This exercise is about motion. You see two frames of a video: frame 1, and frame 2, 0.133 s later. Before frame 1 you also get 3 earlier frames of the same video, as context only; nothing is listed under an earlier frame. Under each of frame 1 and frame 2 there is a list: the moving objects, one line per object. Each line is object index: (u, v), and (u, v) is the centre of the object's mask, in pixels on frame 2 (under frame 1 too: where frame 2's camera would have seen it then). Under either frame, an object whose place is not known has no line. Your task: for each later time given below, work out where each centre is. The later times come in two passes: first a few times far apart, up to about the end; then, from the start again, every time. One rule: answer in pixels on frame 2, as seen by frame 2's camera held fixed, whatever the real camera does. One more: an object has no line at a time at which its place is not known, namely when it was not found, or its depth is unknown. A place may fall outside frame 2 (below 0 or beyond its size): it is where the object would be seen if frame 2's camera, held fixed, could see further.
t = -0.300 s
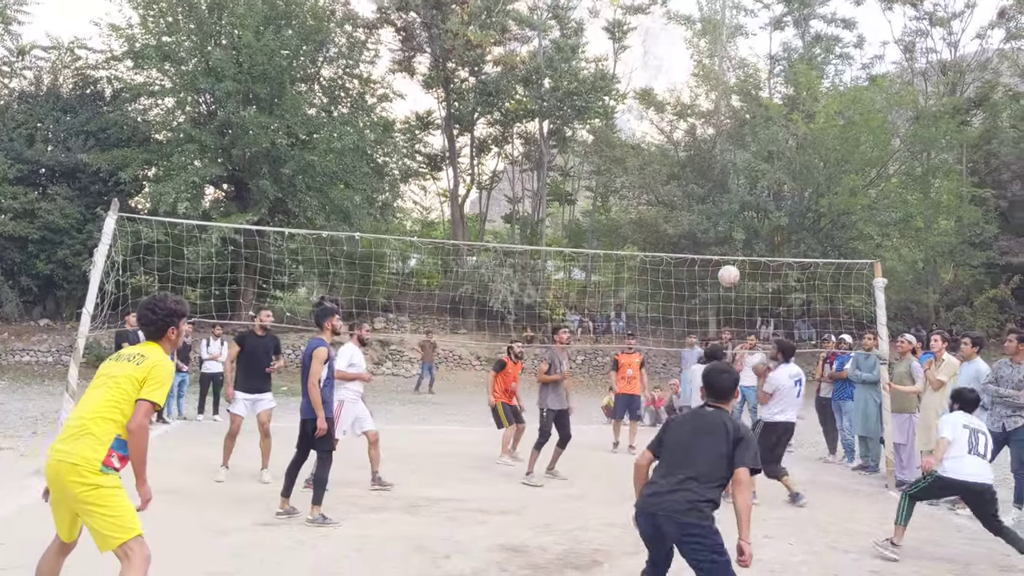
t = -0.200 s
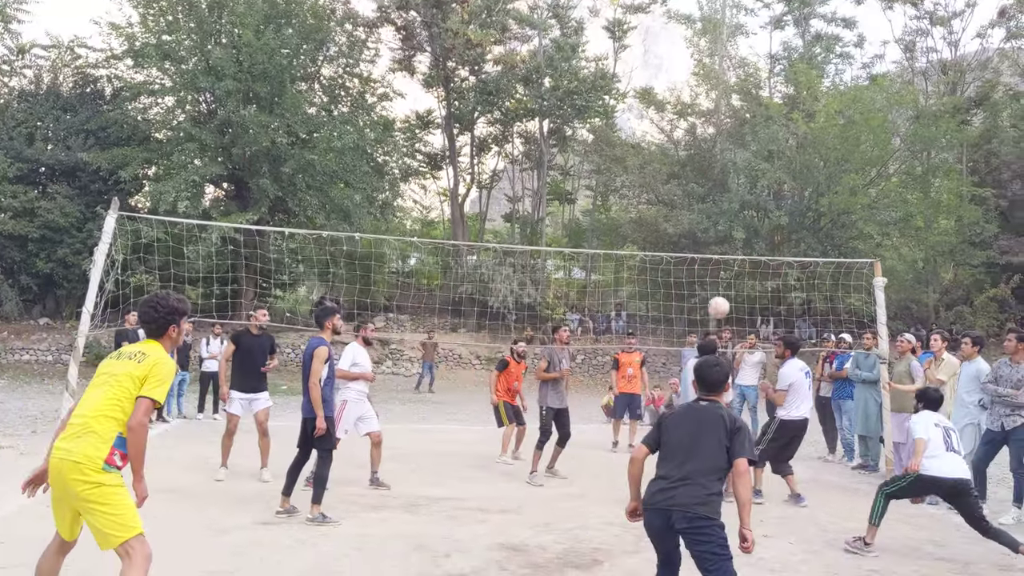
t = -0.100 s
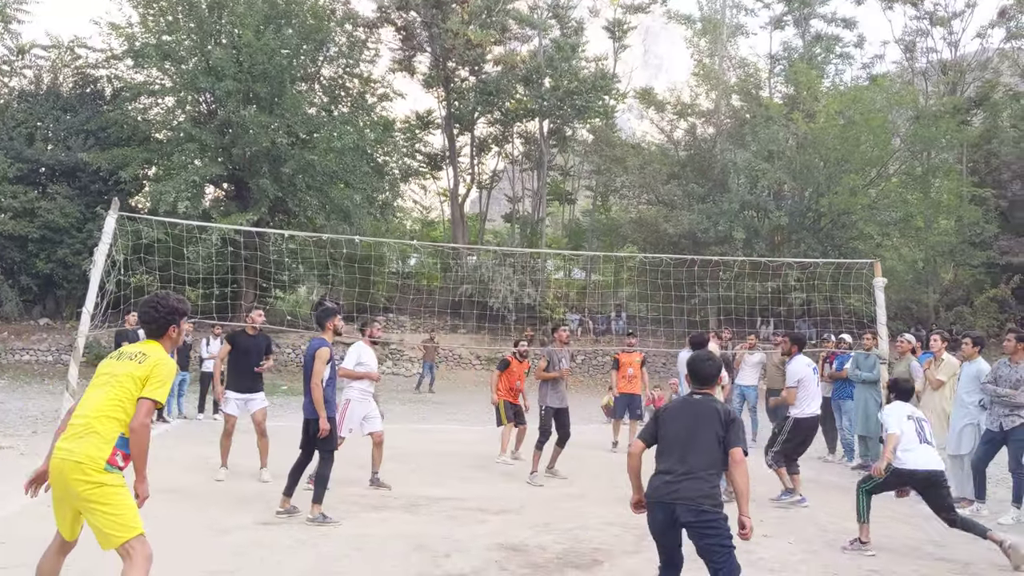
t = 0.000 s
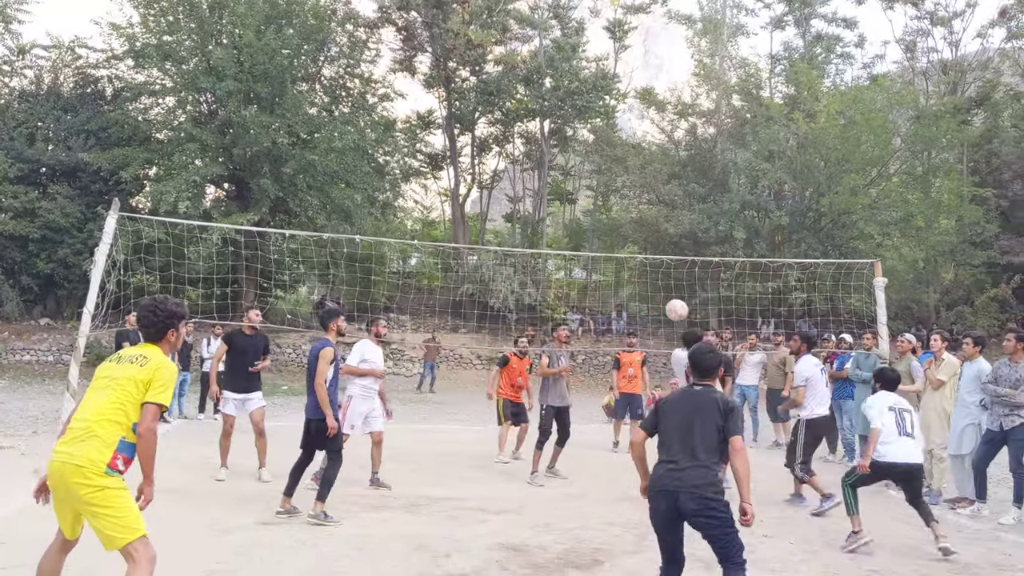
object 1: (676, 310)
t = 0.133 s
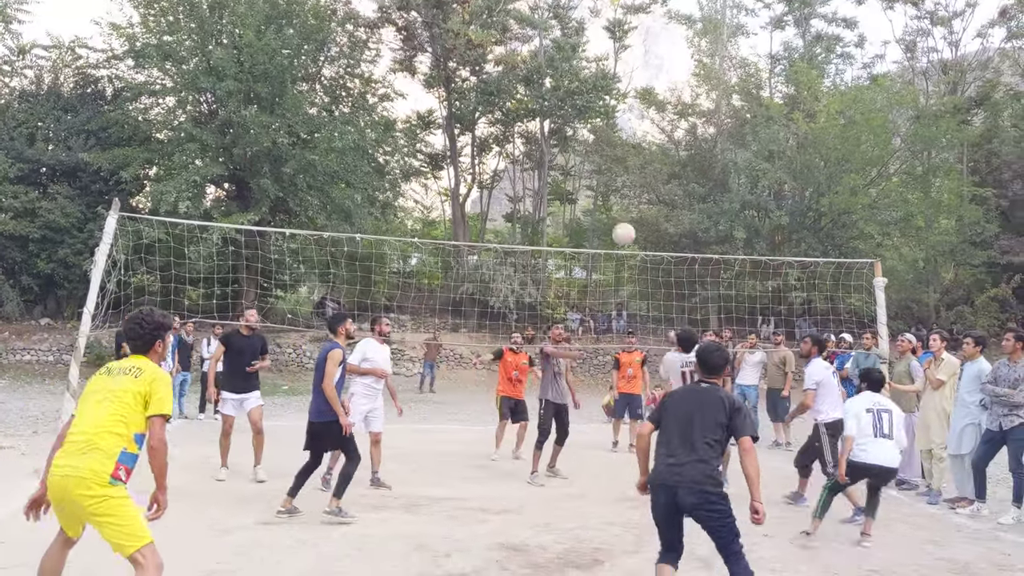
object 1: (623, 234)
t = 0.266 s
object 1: (564, 169)
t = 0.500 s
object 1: (447, 93)
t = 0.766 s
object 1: (279, 76)
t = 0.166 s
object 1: (609, 217)
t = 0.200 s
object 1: (596, 201)
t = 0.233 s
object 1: (581, 186)
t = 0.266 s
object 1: (564, 169)
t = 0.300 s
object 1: (550, 156)
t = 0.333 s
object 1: (533, 143)
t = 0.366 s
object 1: (516, 131)
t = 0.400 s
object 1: (500, 121)
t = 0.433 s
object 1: (483, 111)
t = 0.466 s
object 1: (466, 102)
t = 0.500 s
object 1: (447, 93)
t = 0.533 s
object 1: (429, 87)
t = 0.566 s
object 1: (409, 81)
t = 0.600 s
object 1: (389, 77)
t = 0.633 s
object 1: (369, 73)
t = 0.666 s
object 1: (346, 72)
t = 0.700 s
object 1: (325, 71)
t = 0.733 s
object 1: (302, 73)
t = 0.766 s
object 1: (279, 76)
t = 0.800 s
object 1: (256, 80)
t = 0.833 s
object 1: (231, 86)
